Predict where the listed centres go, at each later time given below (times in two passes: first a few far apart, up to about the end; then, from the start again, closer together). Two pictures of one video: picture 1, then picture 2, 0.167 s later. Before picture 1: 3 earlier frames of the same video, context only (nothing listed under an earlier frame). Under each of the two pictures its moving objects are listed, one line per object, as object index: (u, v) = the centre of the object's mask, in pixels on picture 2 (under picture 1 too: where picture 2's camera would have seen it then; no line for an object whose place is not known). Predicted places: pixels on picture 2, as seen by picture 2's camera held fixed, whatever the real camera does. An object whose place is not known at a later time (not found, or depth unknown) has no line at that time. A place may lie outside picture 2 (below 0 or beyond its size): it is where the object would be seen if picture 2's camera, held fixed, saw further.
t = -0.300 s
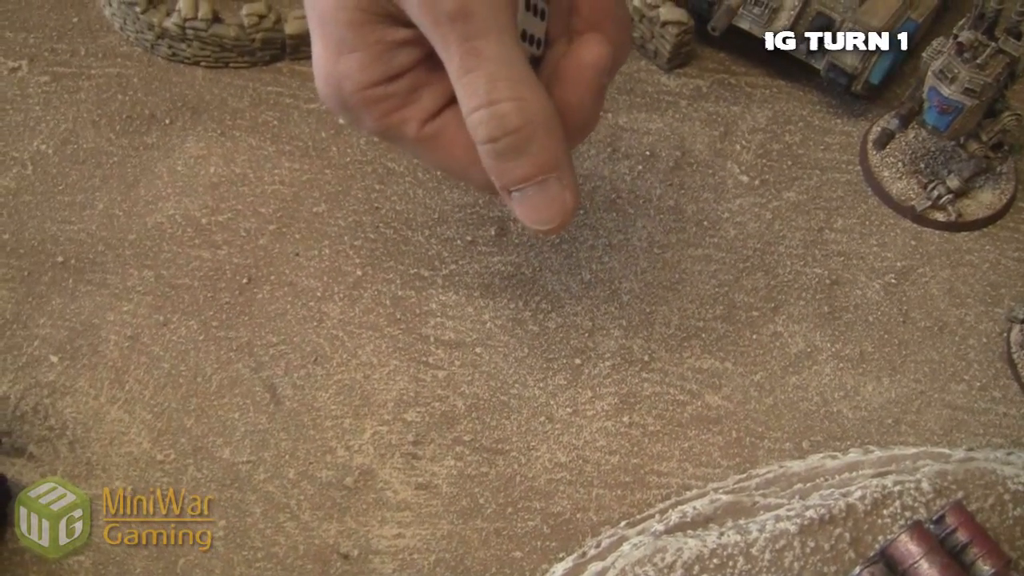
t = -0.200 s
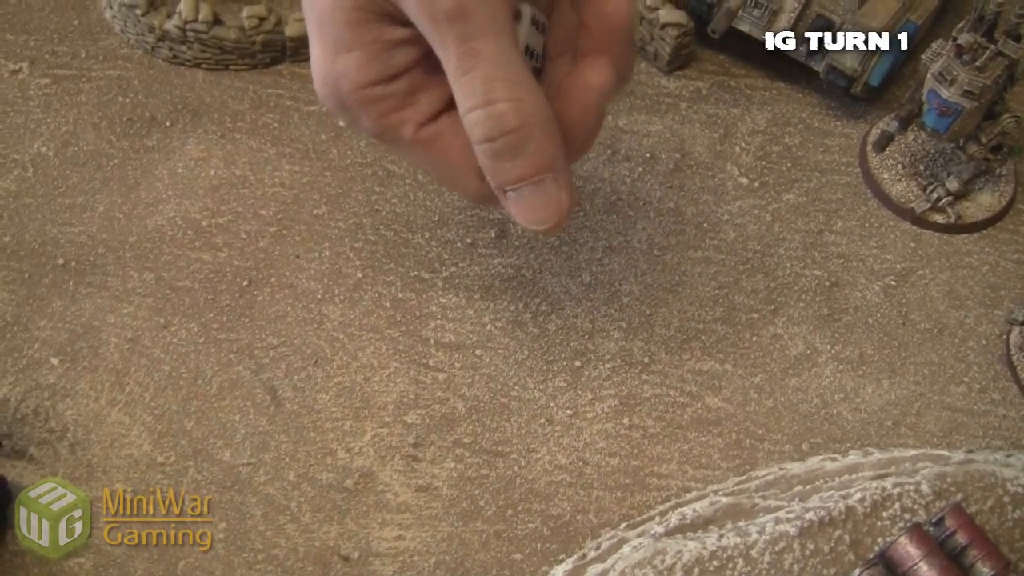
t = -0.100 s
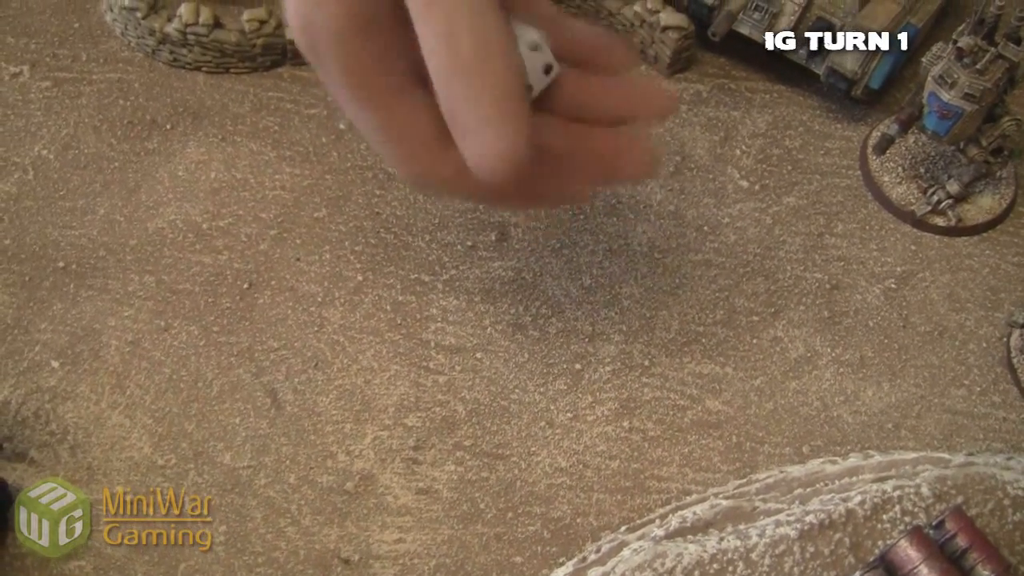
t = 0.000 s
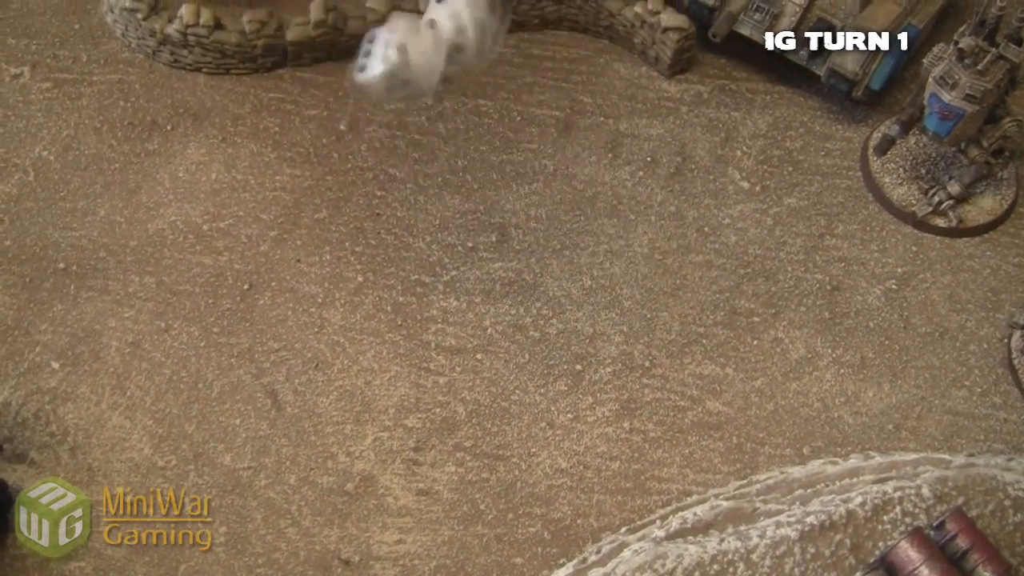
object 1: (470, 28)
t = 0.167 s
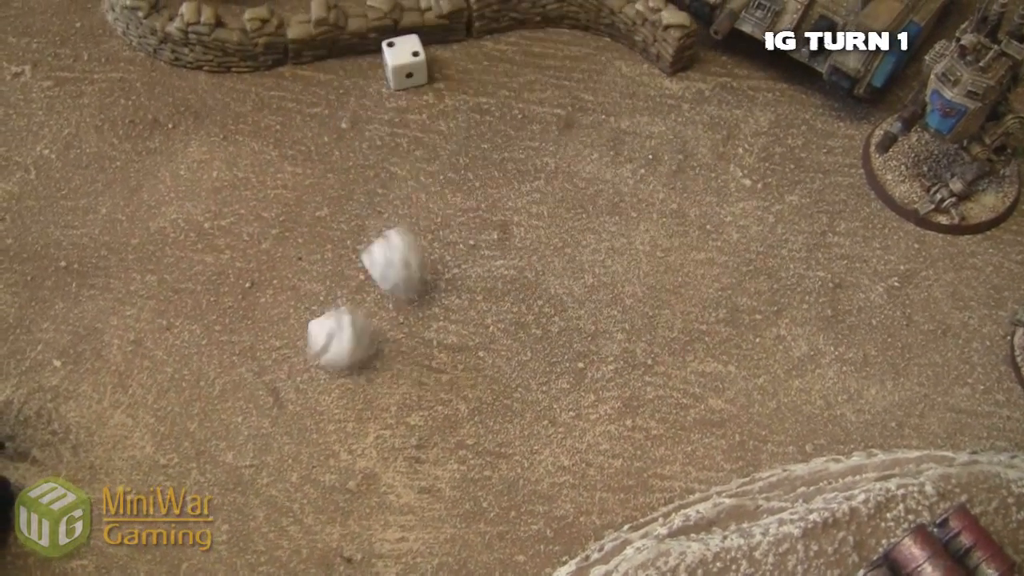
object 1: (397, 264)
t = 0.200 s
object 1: (391, 229)
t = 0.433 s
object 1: (432, 91)
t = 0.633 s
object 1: (461, 78)
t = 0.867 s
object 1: (461, 78)
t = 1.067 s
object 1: (461, 78)
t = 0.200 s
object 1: (391, 229)
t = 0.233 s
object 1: (389, 212)
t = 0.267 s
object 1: (389, 190)
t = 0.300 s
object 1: (396, 166)
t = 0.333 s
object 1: (407, 137)
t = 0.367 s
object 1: (416, 118)
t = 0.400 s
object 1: (423, 102)
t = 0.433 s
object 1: (432, 91)
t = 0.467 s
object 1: (447, 85)
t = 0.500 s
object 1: (455, 80)
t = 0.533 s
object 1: (459, 78)
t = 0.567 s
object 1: (461, 78)
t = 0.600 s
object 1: (461, 78)
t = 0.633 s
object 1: (461, 78)
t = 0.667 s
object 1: (461, 78)
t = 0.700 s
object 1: (461, 78)
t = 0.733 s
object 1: (461, 78)
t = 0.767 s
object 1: (461, 78)
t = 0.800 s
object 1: (461, 78)
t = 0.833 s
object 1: (461, 78)
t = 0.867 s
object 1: (461, 78)
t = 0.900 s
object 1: (461, 78)
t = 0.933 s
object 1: (461, 78)
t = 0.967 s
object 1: (461, 78)
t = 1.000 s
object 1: (461, 78)
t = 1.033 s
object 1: (461, 78)
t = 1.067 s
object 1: (461, 78)
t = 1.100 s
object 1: (461, 78)
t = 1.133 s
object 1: (461, 78)
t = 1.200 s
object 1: (460, 78)
